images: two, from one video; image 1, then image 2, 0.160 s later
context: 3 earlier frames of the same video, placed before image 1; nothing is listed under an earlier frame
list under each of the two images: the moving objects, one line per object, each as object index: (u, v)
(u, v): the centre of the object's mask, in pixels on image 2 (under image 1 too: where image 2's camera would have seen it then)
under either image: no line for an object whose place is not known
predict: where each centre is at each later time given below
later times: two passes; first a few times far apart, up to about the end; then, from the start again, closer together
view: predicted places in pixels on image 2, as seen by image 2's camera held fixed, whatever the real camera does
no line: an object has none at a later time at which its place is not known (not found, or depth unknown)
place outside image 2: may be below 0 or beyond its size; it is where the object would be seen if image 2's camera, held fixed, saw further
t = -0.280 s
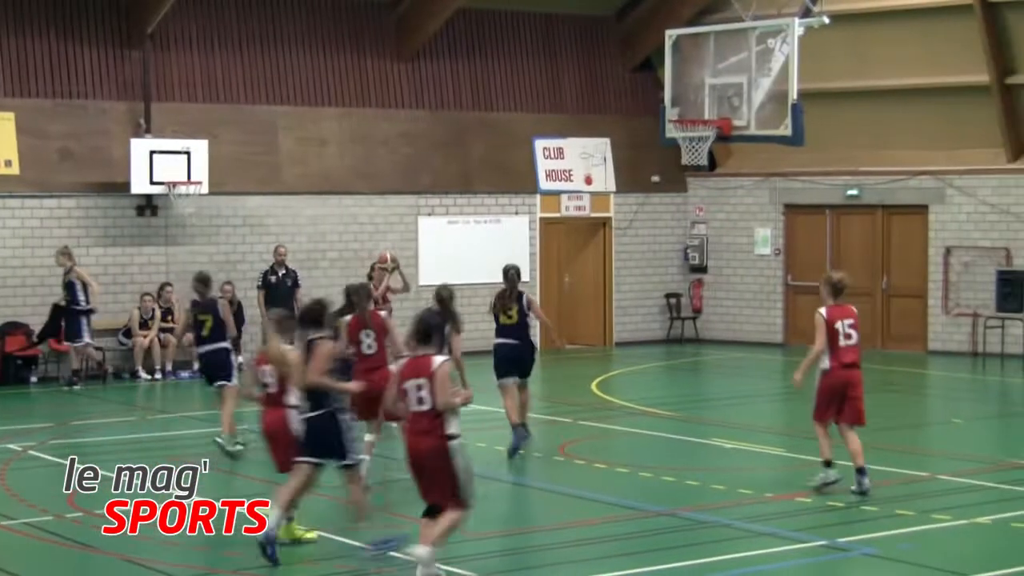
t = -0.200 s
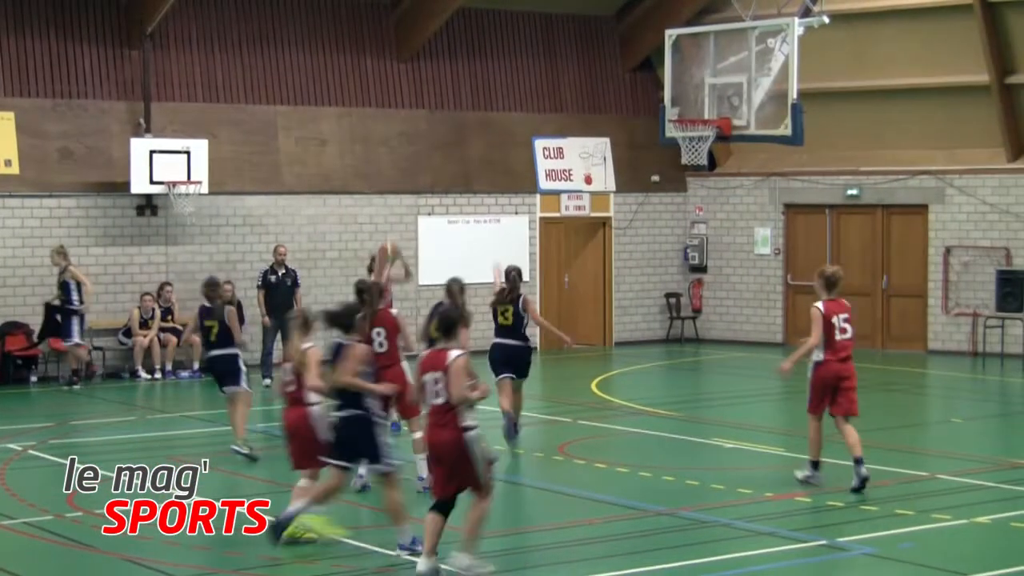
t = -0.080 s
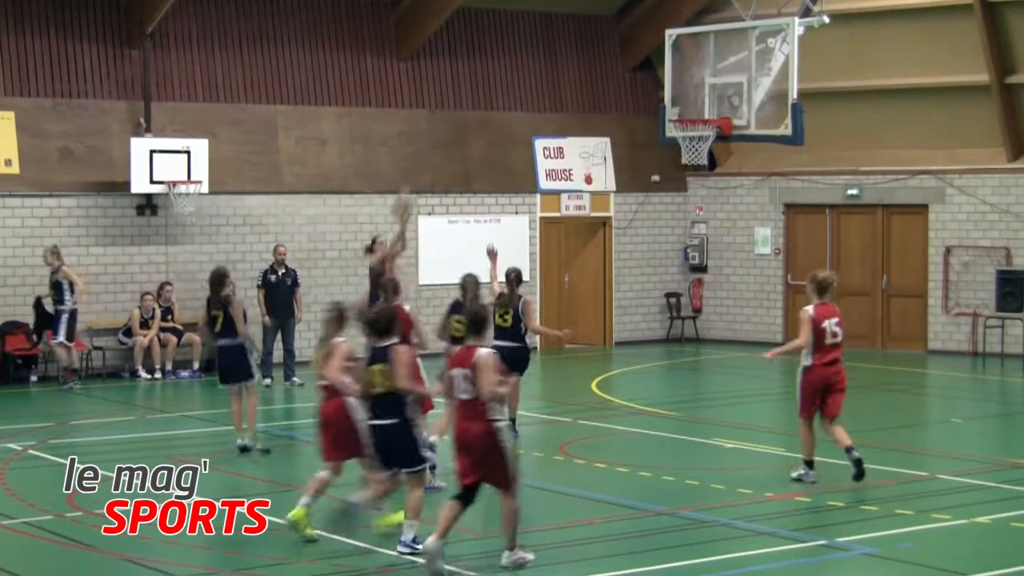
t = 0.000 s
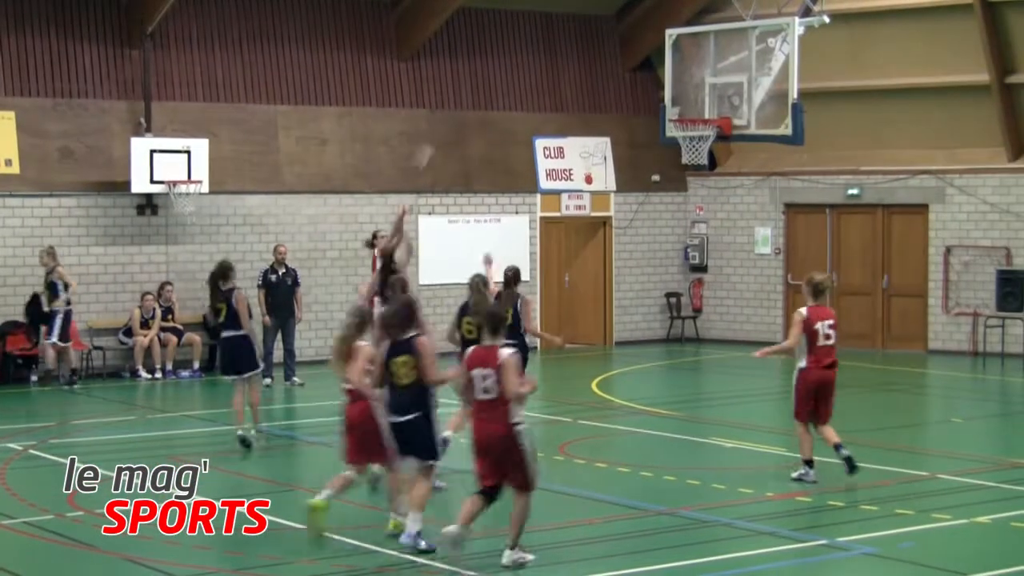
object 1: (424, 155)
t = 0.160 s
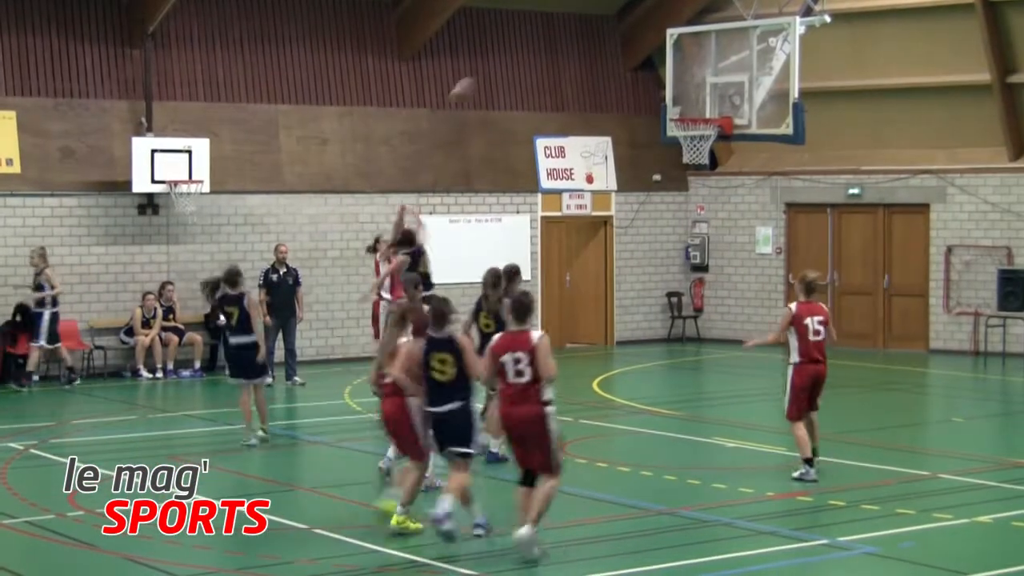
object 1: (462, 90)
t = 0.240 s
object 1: (484, 65)
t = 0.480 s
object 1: (550, 21)
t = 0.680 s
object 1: (607, 26)
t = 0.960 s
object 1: (695, 103)
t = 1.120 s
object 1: (696, 166)
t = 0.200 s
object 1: (474, 76)
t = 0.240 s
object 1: (484, 65)
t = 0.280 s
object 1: (494, 52)
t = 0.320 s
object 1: (503, 43)
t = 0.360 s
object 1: (513, 36)
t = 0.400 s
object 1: (526, 30)
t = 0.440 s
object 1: (538, 25)
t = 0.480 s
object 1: (550, 21)
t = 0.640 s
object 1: (596, 22)
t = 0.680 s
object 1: (607, 26)
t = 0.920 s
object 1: (681, 88)
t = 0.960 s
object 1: (695, 103)
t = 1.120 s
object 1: (696, 166)
